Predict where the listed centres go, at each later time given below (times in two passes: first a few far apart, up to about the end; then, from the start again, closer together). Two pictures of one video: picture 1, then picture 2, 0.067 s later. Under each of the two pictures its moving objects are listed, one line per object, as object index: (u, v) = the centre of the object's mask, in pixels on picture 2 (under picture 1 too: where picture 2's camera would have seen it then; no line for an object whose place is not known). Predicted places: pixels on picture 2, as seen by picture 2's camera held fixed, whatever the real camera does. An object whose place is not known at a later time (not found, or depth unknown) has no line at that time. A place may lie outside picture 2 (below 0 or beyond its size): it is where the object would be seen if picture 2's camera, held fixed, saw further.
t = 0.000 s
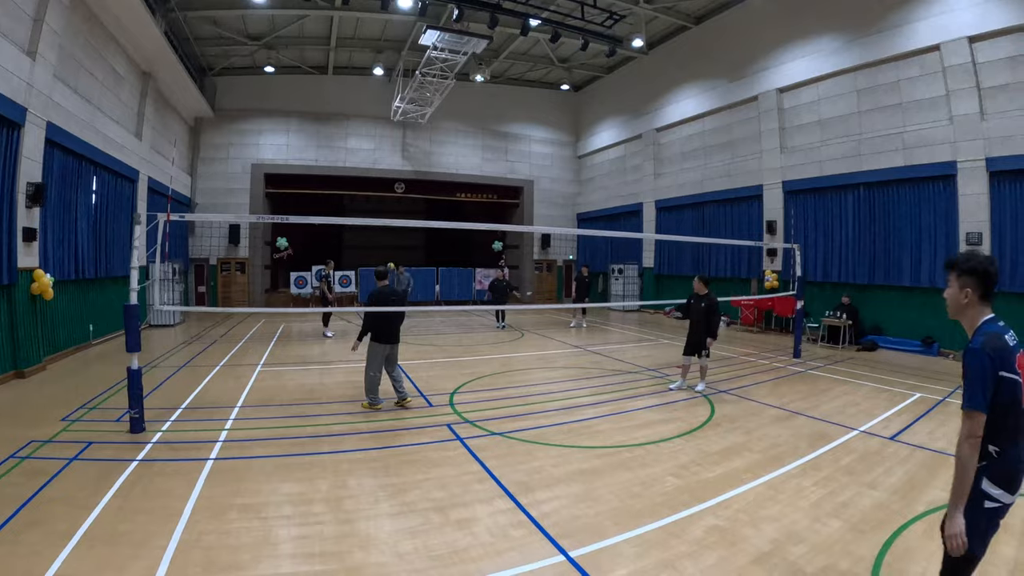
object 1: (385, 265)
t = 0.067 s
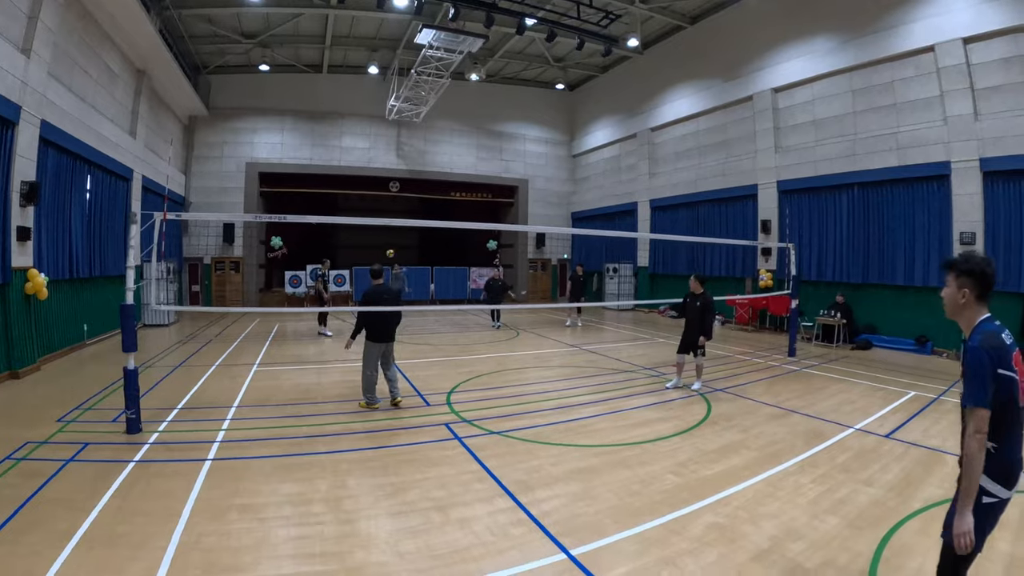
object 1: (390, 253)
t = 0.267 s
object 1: (412, 216)
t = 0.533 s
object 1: (461, 183)
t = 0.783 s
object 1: (549, 182)
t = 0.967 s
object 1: (704, 259)
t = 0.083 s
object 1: (391, 250)
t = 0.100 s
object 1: (393, 247)
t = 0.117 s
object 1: (394, 244)
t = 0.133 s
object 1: (396, 241)
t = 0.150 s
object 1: (398, 238)
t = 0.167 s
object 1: (400, 235)
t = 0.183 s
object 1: (402, 232)
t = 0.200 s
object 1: (403, 229)
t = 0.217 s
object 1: (405, 228)
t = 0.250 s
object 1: (410, 218)
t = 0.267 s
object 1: (412, 216)
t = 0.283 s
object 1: (414, 214)
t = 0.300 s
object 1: (417, 212)
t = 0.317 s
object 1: (419, 210)
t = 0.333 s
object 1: (422, 207)
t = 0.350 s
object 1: (425, 205)
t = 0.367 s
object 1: (427, 203)
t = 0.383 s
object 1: (430, 200)
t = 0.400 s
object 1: (433, 198)
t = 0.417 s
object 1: (436, 196)
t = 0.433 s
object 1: (439, 193)
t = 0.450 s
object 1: (442, 192)
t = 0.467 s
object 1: (446, 190)
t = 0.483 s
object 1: (450, 188)
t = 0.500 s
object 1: (453, 186)
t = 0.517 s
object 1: (457, 184)
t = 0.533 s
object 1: (461, 183)
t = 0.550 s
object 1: (465, 181)
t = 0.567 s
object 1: (470, 180)
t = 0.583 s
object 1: (474, 179)
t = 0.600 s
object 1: (479, 178)
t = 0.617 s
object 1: (484, 177)
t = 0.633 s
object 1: (489, 176)
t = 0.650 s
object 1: (495, 175)
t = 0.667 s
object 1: (500, 175)
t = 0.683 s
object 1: (505, 175)
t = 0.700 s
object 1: (512, 175)
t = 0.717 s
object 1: (519, 176)
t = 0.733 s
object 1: (526, 177)
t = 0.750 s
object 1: (533, 178)
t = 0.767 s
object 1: (540, 180)
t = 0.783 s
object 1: (549, 182)
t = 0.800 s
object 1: (558, 185)
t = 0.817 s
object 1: (567, 188)
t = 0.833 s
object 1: (578, 192)
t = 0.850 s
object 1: (590, 196)
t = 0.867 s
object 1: (602, 202)
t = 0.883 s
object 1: (615, 208)
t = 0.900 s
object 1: (630, 215)
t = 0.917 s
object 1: (646, 224)
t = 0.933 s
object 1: (663, 235)
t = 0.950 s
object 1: (682, 246)
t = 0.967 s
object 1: (704, 259)
